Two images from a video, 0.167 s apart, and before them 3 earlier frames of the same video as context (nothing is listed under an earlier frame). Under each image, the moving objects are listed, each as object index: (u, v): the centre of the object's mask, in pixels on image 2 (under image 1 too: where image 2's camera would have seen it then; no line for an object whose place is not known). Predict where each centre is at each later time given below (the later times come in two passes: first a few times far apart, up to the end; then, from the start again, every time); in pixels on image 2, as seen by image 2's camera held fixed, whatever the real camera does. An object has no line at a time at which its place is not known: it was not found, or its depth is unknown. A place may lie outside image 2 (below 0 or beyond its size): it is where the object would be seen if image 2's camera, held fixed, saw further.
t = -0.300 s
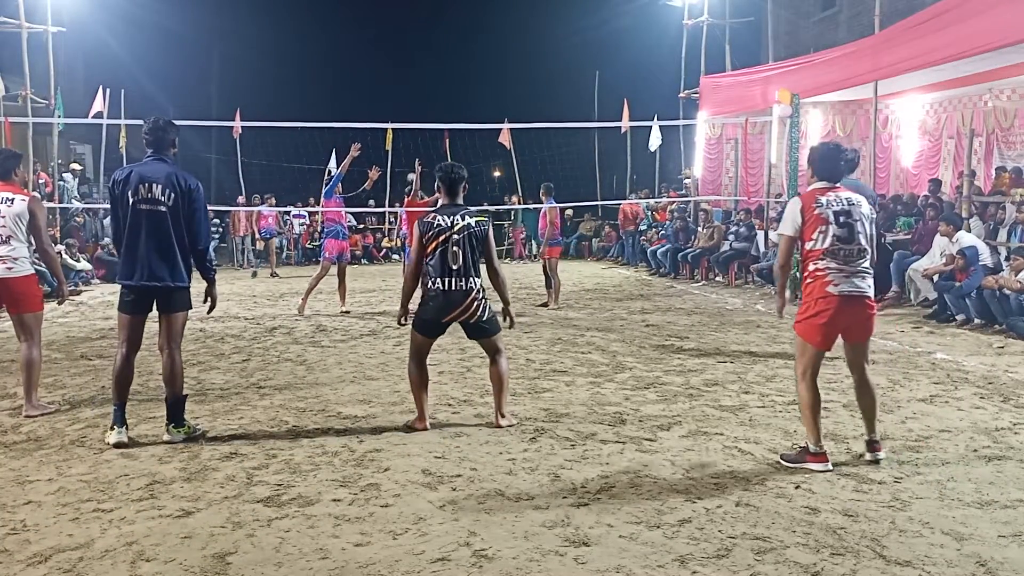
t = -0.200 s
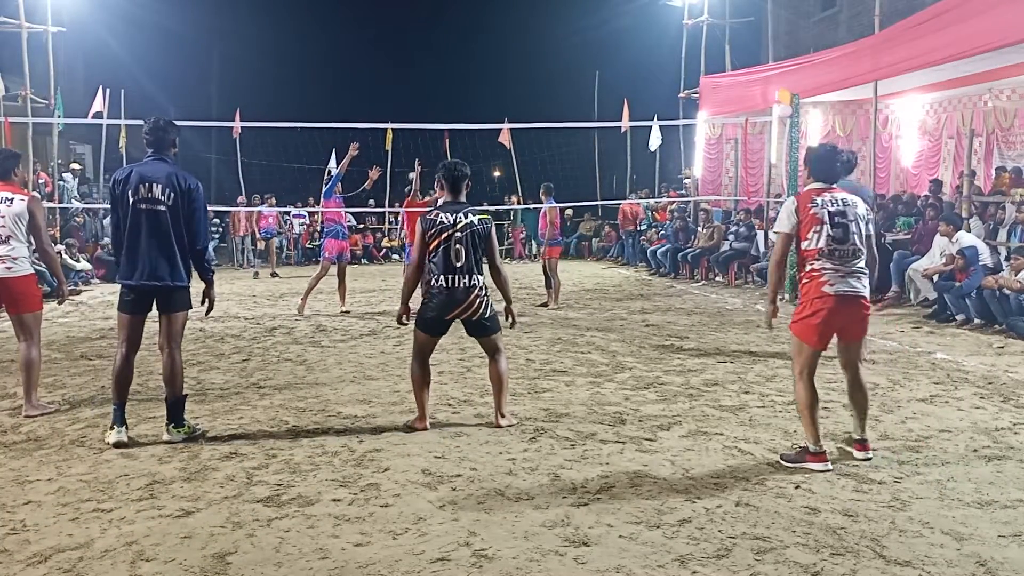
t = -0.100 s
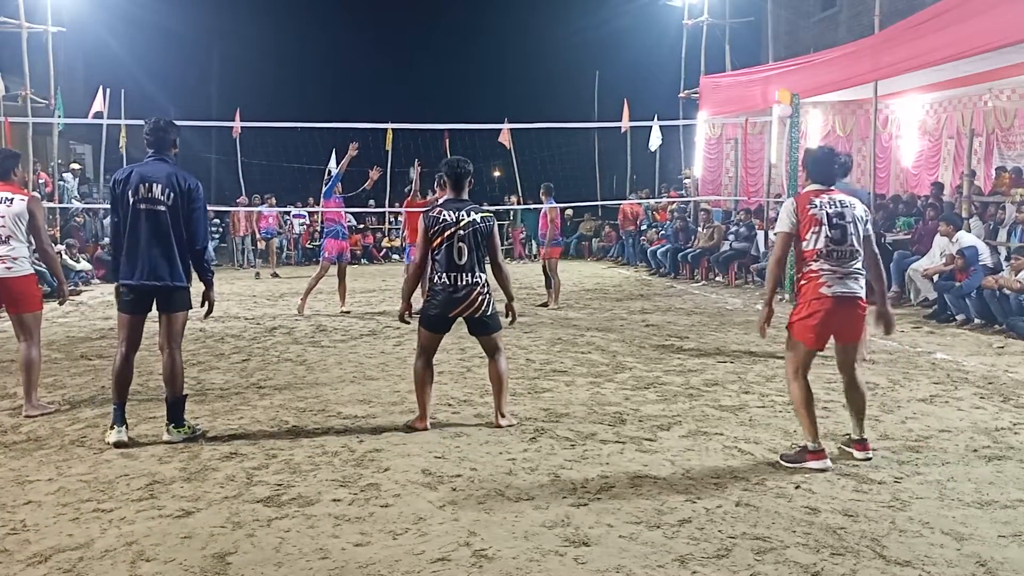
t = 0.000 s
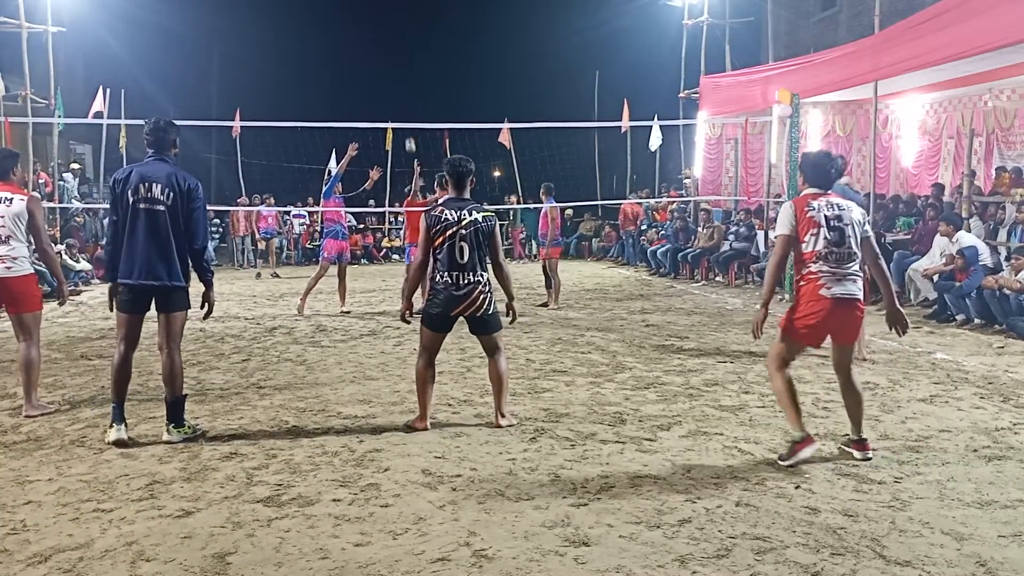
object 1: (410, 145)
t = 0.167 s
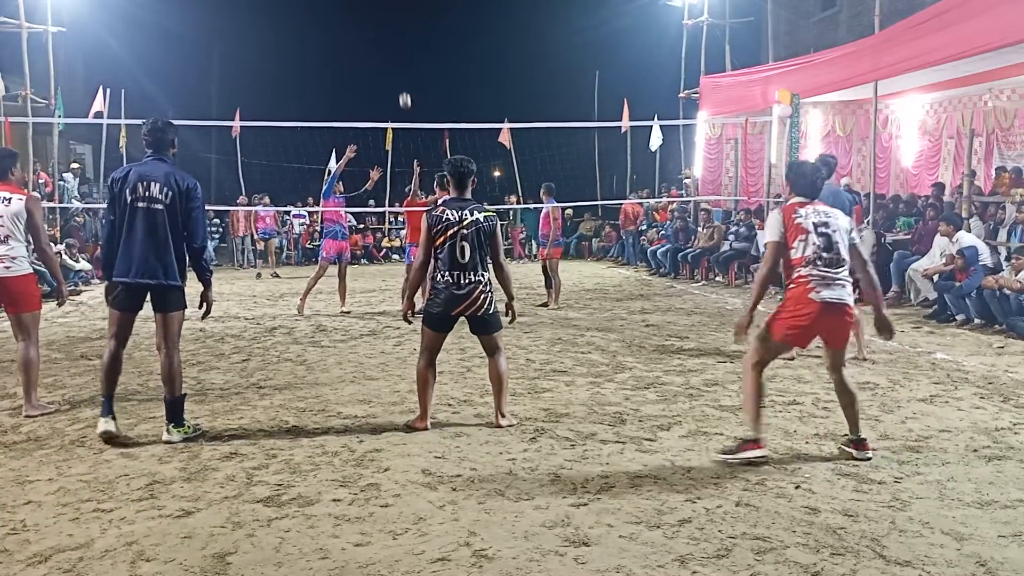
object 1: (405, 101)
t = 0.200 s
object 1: (403, 92)
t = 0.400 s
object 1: (395, 52)
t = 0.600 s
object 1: (382, 29)
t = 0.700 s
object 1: (375, 26)
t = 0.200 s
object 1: (403, 92)
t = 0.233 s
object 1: (402, 85)
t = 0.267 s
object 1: (401, 77)
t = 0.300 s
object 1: (400, 70)
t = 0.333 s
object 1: (398, 63)
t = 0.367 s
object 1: (397, 58)
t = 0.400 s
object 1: (395, 52)
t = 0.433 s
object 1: (393, 47)
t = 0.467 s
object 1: (391, 42)
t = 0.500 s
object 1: (389, 38)
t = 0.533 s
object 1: (386, 35)
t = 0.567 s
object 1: (384, 31)
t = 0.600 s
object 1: (382, 29)
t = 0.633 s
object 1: (380, 27)
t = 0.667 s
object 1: (377, 26)
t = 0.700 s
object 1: (375, 26)
